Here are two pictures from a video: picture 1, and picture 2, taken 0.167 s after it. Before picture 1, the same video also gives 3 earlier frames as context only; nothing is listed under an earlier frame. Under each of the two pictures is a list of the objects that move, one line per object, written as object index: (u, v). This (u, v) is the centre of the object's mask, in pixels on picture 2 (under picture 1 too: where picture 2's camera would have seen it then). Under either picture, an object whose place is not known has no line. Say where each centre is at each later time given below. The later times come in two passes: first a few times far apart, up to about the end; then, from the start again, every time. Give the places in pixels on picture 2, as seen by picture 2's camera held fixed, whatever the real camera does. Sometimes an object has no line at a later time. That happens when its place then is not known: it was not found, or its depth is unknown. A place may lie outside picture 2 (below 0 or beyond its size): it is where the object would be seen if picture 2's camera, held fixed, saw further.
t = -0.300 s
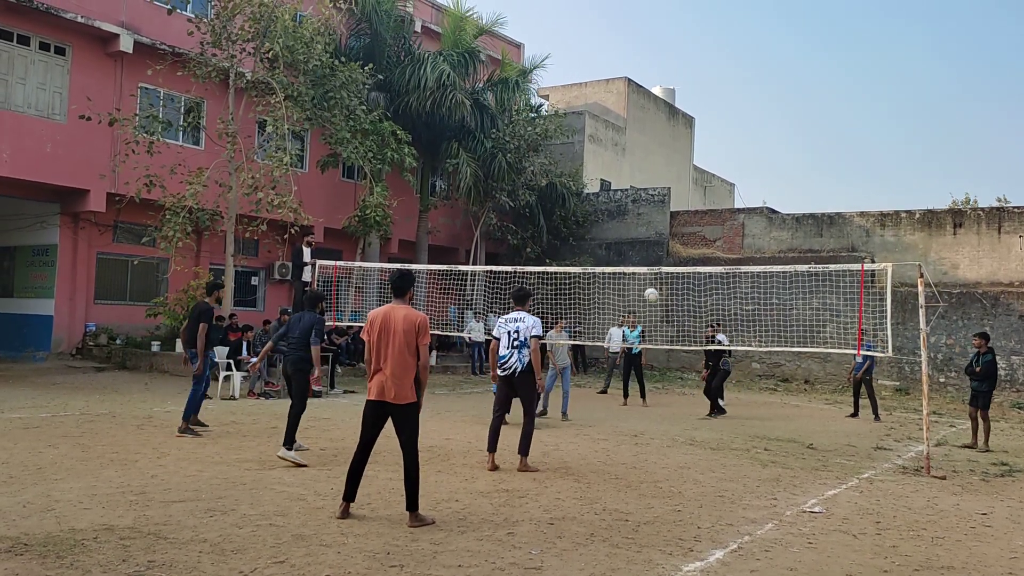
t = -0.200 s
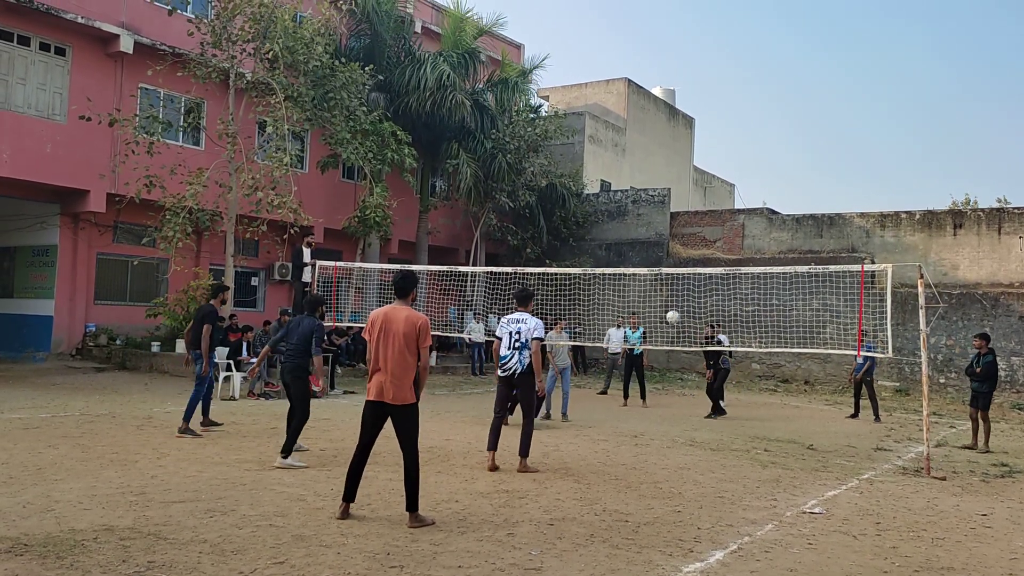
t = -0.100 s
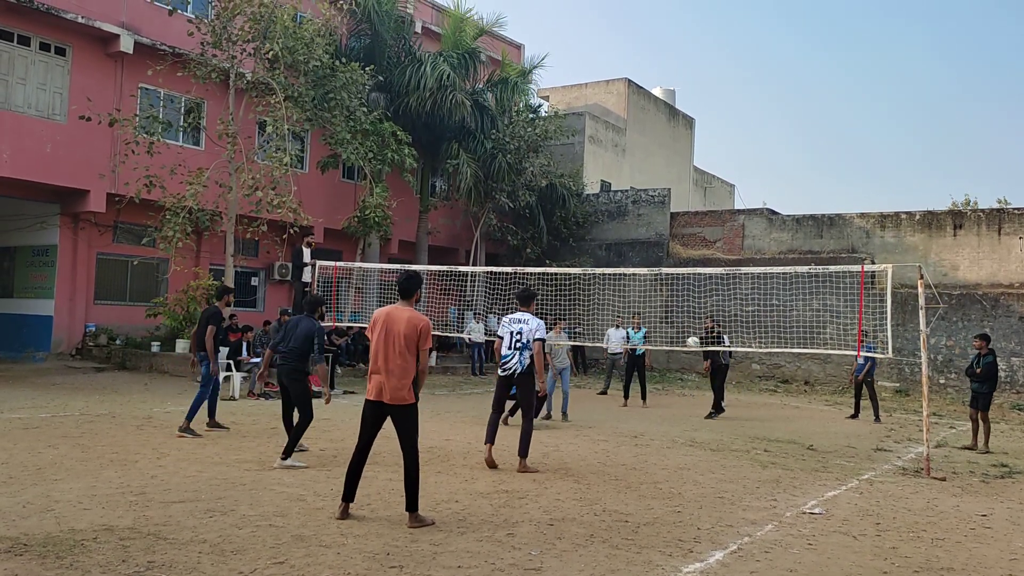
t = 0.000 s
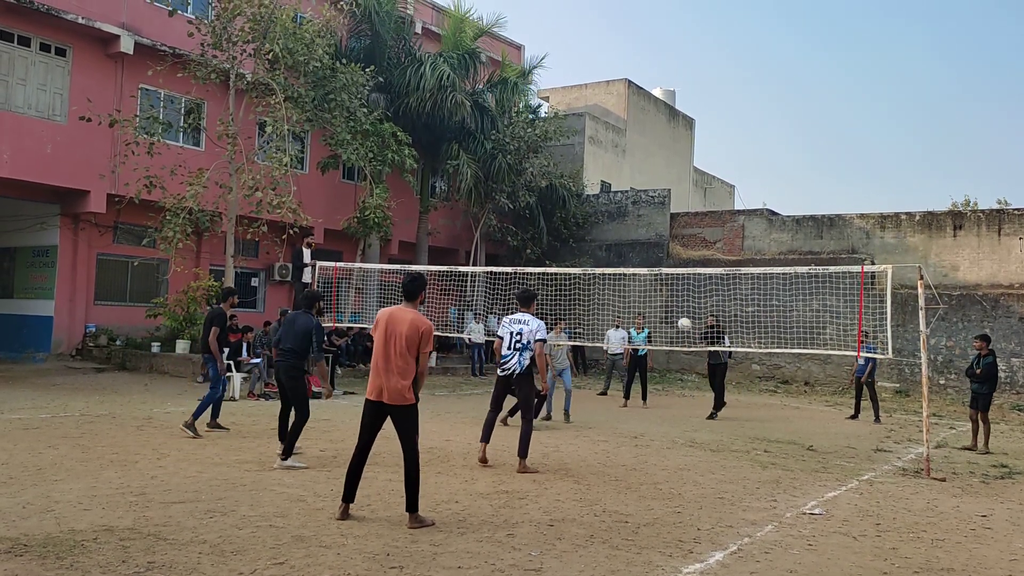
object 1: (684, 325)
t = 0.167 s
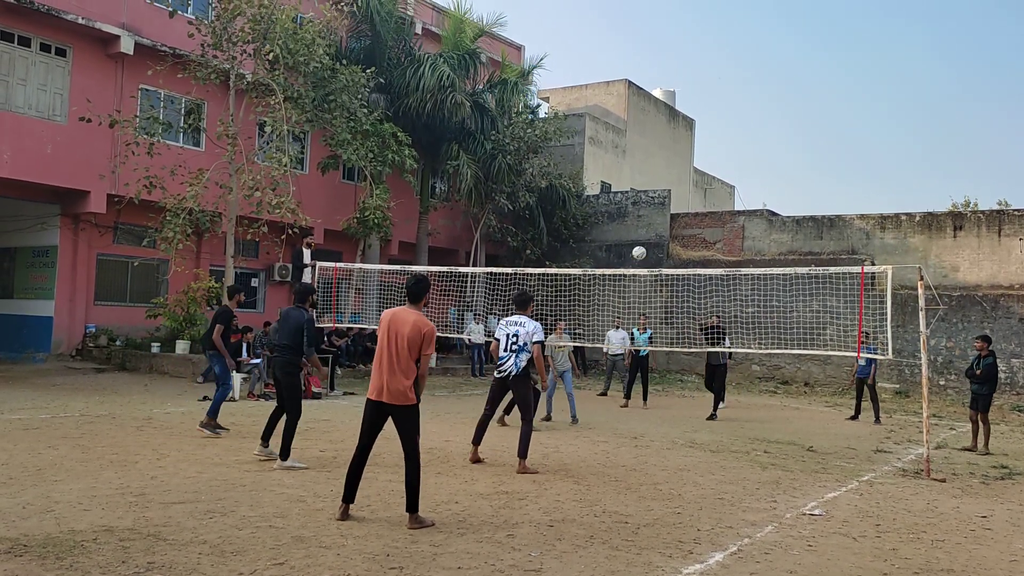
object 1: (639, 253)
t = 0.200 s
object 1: (629, 240)
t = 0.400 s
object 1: (567, 172)
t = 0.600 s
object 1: (495, 125)
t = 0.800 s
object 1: (414, 100)
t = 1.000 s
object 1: (319, 102)
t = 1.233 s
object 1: (186, 147)
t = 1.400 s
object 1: (68, 216)
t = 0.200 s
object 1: (629, 240)
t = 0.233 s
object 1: (620, 227)
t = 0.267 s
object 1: (609, 215)
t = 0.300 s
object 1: (599, 204)
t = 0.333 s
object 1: (588, 193)
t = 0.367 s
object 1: (577, 183)
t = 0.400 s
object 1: (567, 172)
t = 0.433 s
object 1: (555, 163)
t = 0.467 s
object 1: (544, 154)
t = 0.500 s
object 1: (532, 146)
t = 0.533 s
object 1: (520, 138)
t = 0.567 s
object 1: (508, 131)
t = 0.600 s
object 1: (495, 125)
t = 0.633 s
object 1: (482, 119)
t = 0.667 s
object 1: (469, 114)
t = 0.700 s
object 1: (456, 110)
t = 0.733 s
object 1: (442, 106)
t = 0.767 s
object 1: (428, 102)
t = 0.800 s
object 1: (414, 100)
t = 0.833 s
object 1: (399, 98)
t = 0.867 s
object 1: (384, 97)
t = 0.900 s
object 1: (369, 97)
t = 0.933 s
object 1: (353, 98)
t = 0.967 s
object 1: (336, 100)
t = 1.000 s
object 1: (319, 102)
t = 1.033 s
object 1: (302, 106)
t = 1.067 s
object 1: (284, 110)
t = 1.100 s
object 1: (266, 116)
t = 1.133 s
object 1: (247, 122)
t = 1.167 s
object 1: (227, 129)
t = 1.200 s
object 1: (206, 138)
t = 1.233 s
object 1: (186, 147)
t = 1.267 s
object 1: (164, 158)
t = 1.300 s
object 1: (141, 169)
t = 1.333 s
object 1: (118, 184)
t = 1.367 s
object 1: (93, 200)
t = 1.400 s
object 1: (68, 216)
